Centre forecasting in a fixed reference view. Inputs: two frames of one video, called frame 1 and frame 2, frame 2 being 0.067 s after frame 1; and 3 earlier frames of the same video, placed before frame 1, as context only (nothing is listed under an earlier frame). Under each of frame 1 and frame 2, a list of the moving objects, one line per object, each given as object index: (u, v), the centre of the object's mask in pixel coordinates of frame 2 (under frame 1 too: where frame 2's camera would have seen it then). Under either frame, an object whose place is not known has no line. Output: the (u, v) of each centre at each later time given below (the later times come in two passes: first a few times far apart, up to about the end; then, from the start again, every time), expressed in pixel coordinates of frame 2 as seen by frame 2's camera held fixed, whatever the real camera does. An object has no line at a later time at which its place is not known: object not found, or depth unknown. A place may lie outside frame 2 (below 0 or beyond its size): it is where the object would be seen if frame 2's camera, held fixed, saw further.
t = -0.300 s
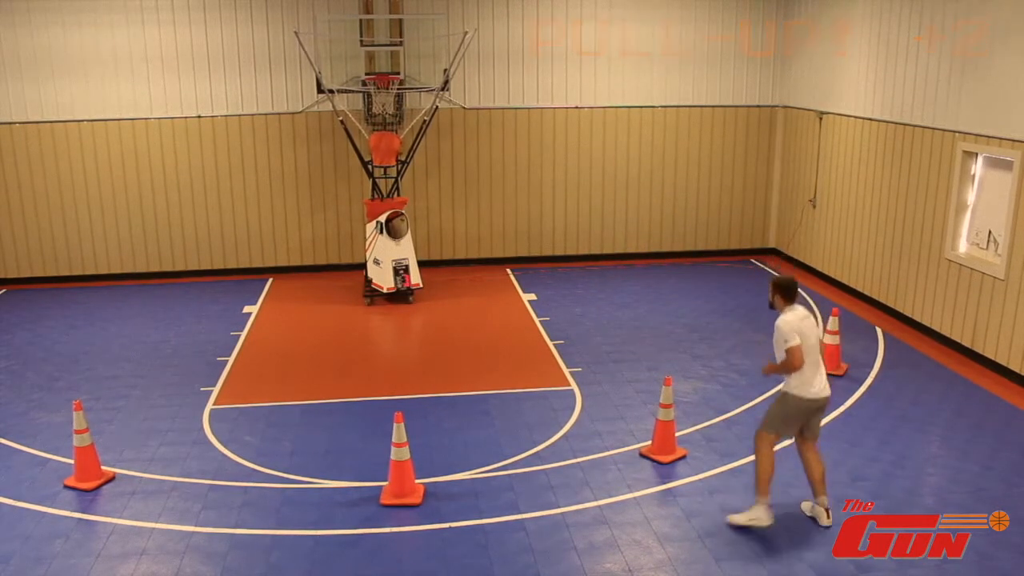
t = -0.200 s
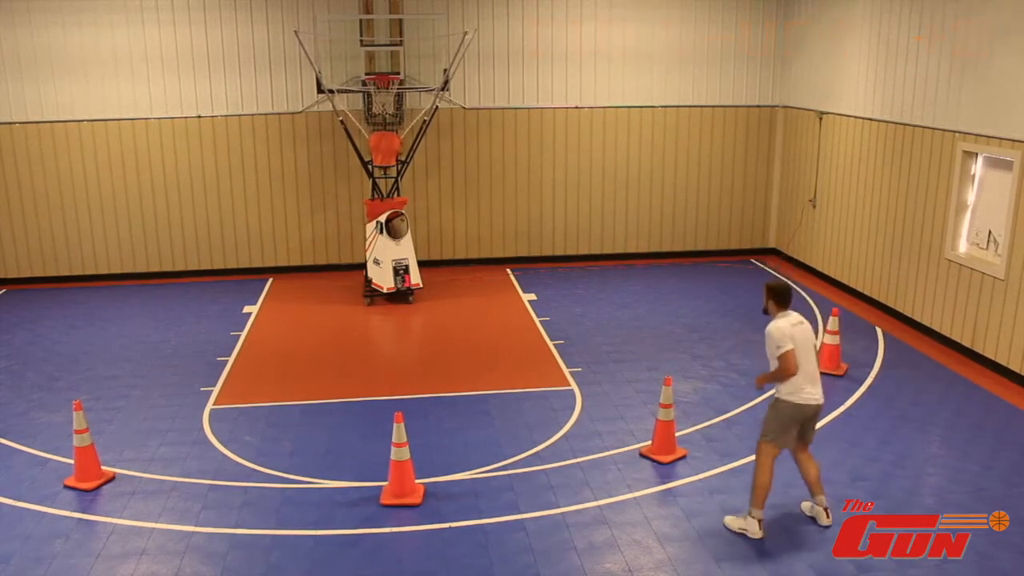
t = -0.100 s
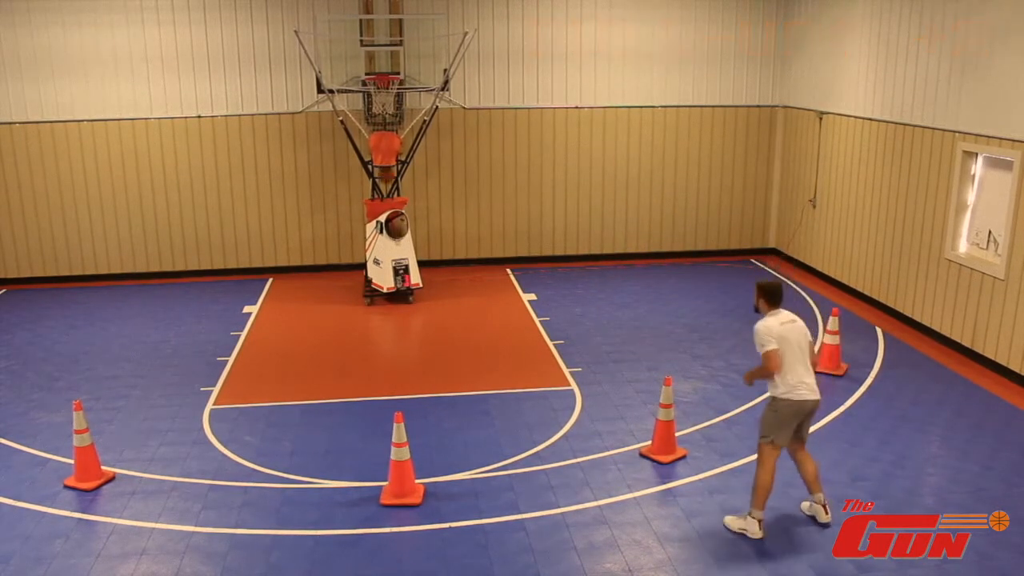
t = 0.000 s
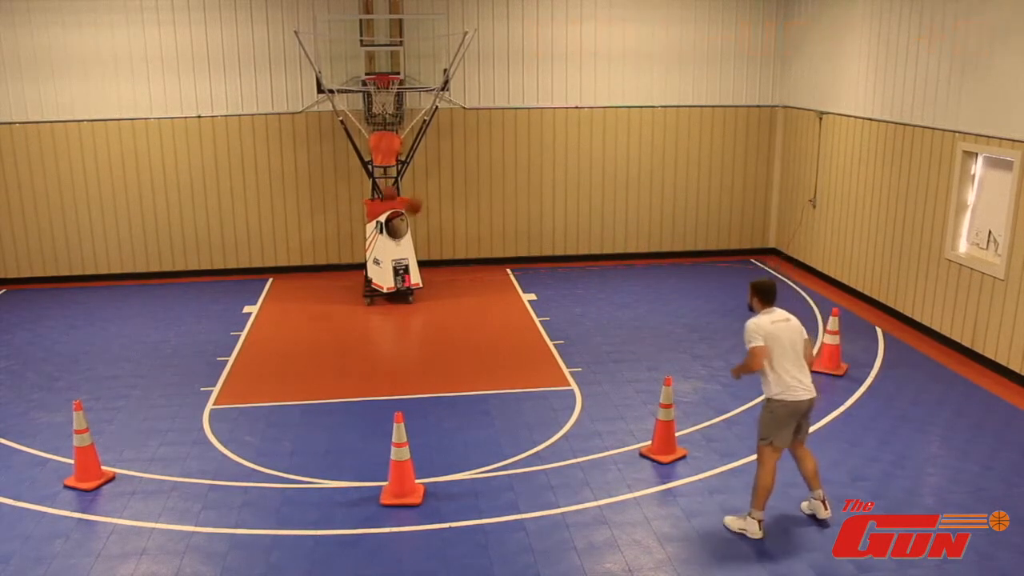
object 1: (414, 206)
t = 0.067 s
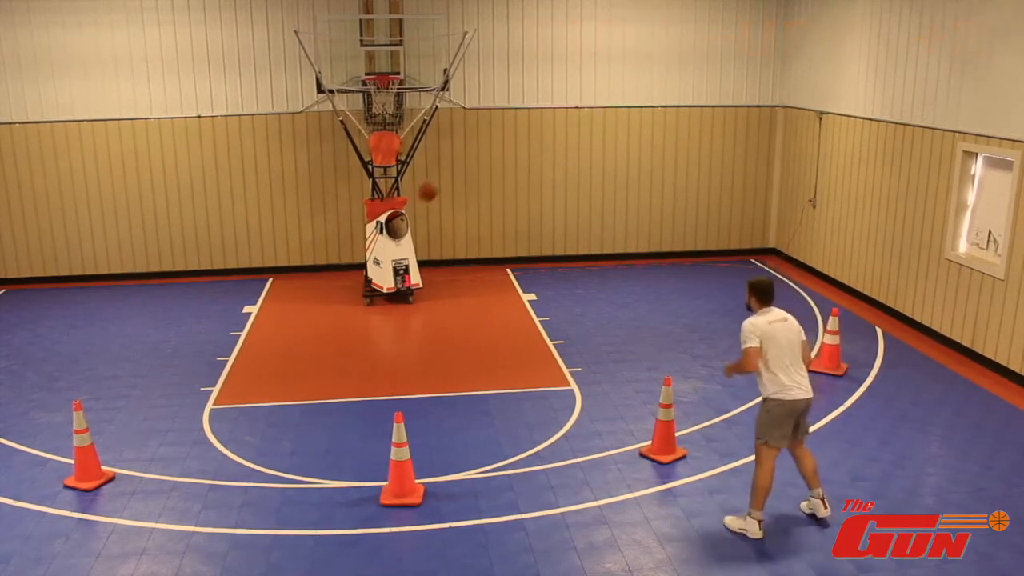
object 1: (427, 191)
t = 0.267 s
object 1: (481, 166)
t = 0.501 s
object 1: (563, 175)
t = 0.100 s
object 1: (435, 186)
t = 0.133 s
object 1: (444, 180)
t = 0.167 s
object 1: (452, 176)
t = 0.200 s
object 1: (461, 172)
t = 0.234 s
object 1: (471, 169)
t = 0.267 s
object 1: (481, 166)
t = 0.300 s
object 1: (491, 164)
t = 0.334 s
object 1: (501, 163)
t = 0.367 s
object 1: (512, 164)
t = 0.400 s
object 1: (524, 165)
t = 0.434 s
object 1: (536, 167)
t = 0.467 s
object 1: (550, 171)
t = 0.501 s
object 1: (563, 175)
